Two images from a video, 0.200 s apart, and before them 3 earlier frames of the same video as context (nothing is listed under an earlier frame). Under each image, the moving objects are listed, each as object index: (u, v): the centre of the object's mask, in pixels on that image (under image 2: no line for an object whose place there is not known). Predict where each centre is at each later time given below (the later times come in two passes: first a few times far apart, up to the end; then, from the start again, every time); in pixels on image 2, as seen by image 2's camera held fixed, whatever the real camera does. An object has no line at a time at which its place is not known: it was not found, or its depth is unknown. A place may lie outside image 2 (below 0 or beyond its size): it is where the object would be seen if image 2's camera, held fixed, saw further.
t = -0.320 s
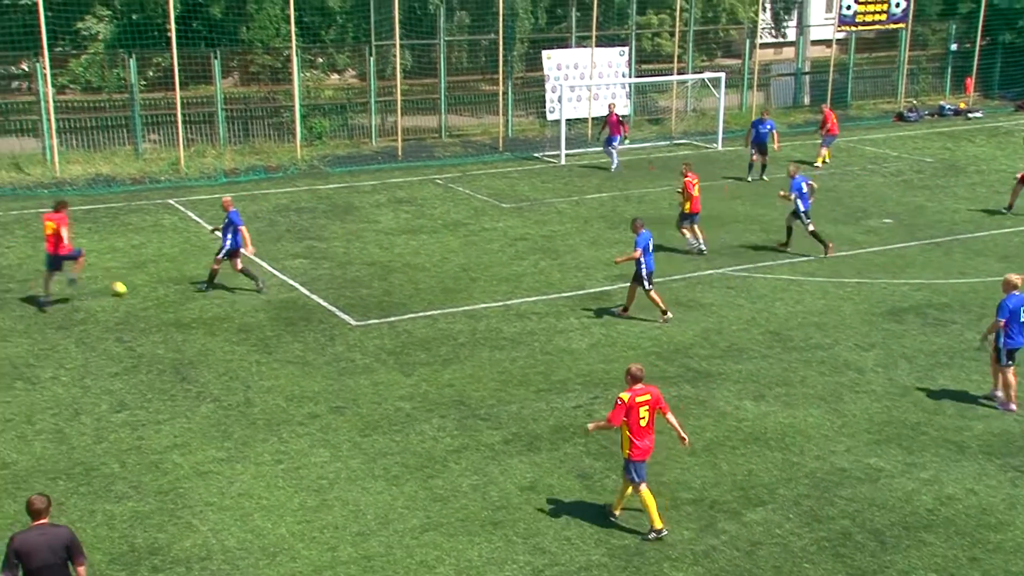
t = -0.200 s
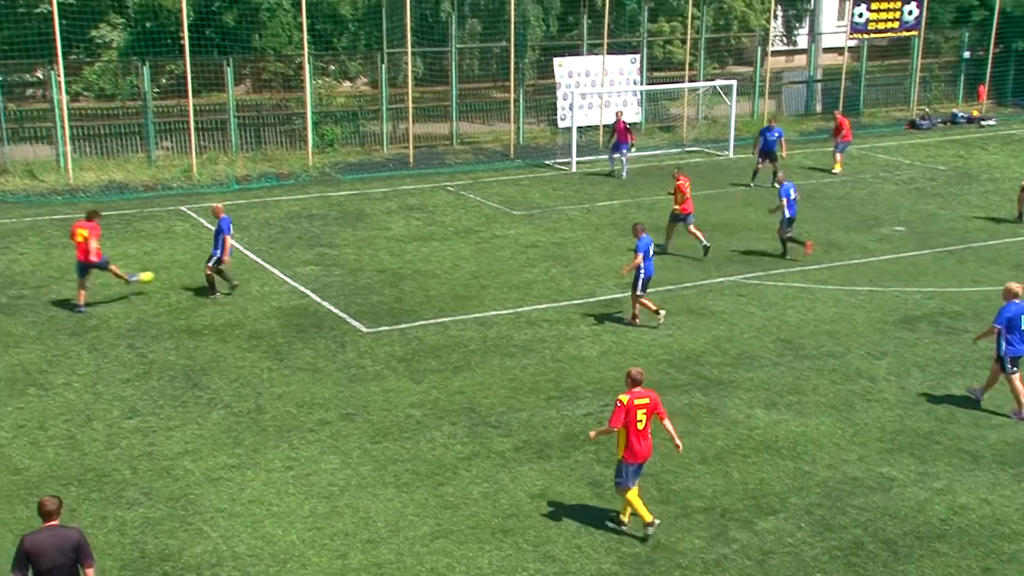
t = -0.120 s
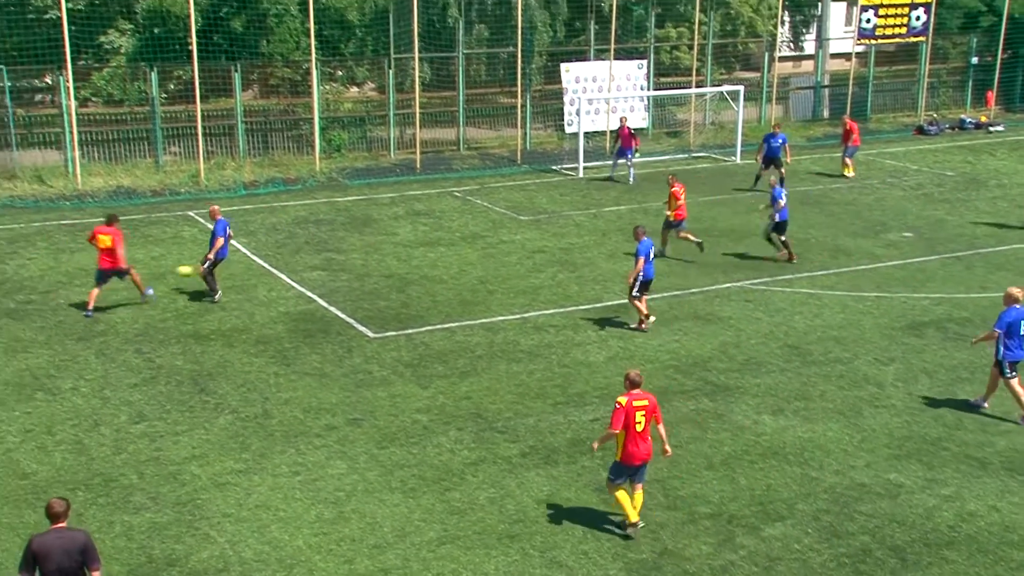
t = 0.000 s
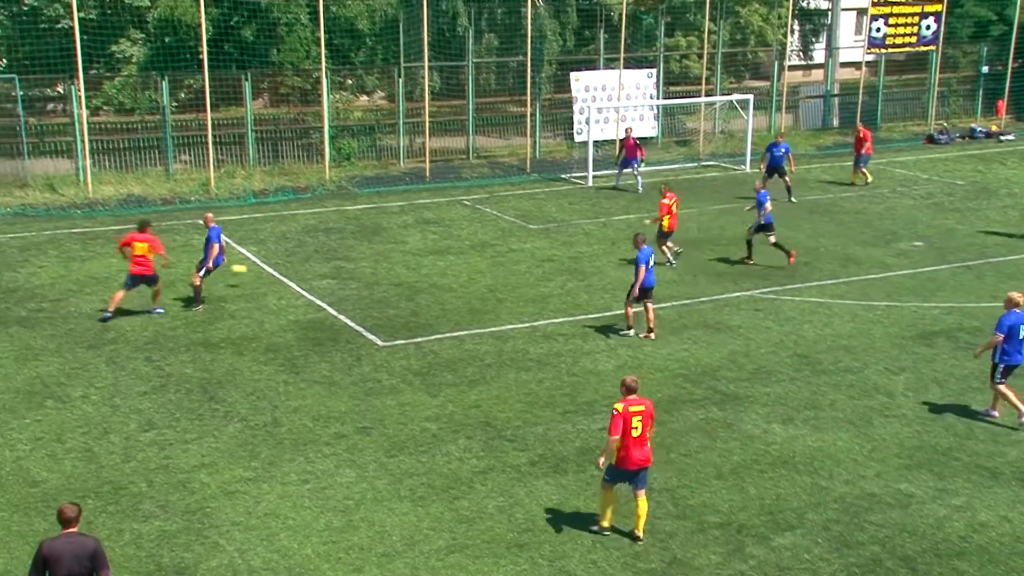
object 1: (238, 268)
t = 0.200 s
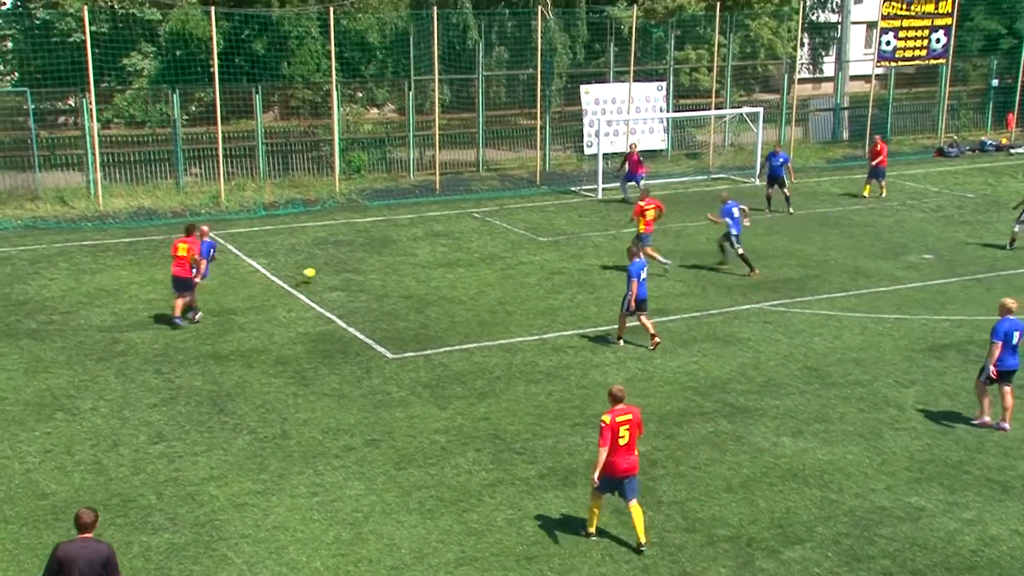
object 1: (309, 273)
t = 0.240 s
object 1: (317, 267)
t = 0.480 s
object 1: (361, 256)
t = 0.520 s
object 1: (368, 256)
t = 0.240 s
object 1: (317, 267)
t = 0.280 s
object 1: (325, 263)
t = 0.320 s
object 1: (332, 261)
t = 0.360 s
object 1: (339, 258)
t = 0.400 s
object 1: (347, 256)
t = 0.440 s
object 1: (354, 255)
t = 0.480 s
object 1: (361, 256)
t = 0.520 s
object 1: (368, 256)
